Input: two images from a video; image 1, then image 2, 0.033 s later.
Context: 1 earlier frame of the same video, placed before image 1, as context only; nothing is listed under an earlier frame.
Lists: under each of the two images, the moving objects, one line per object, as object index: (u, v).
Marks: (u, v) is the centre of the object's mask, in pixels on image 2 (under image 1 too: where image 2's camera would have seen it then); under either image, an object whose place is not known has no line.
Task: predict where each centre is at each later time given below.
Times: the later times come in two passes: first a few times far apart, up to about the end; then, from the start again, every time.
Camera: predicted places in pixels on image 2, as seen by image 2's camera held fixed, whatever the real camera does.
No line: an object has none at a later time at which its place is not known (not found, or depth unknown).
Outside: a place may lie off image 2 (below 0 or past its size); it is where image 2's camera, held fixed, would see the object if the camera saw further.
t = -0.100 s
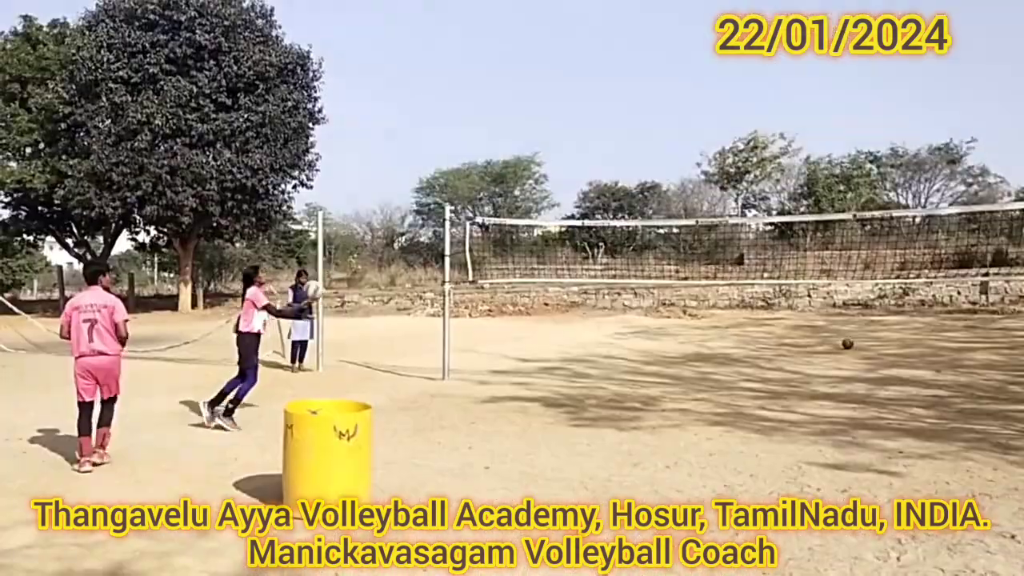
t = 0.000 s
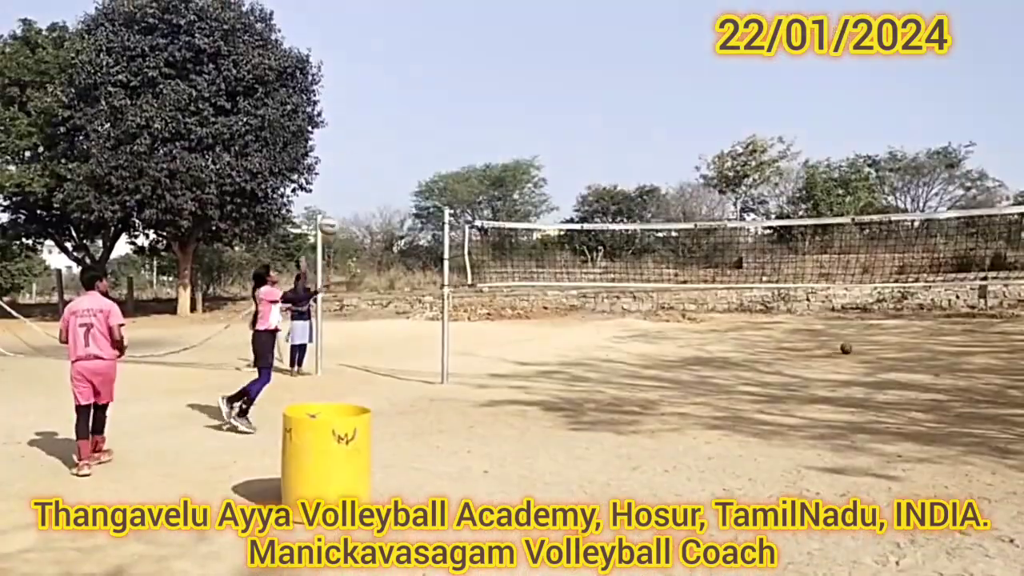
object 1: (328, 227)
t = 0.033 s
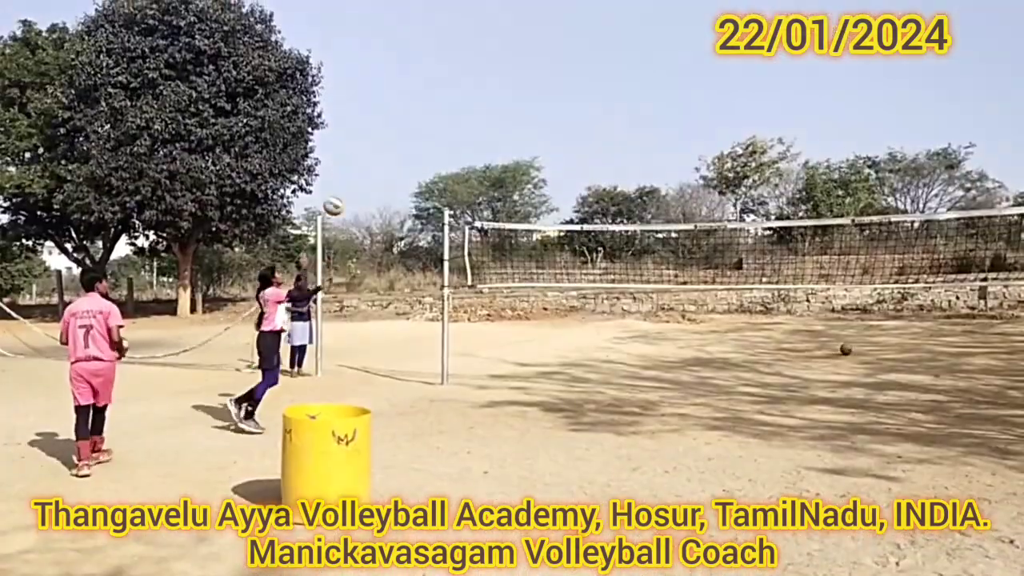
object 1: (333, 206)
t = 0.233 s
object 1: (363, 104)
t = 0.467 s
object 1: (398, 33)
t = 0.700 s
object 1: (434, 13)
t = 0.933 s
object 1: (467, 44)
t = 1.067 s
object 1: (487, 83)
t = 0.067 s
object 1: (338, 186)
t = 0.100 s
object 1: (343, 168)
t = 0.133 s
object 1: (348, 150)
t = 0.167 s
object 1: (353, 134)
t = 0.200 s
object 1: (359, 118)
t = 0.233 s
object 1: (363, 104)
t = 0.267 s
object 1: (368, 91)
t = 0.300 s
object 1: (373, 78)
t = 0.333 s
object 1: (378, 67)
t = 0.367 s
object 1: (383, 57)
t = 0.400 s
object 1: (388, 48)
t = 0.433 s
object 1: (393, 40)
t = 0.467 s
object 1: (398, 33)
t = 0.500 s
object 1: (403, 28)
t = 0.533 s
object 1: (409, 22)
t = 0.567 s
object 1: (414, 19)
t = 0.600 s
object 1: (419, 16)
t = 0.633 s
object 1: (423, 14)
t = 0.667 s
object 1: (428, 13)
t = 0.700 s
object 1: (434, 13)
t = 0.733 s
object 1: (438, 15)
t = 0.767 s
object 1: (443, 17)
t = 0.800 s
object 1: (448, 20)
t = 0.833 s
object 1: (453, 24)
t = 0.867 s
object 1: (458, 30)
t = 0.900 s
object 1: (463, 37)
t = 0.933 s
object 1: (467, 44)
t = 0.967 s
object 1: (472, 52)
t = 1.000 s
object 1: (477, 61)
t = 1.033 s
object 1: (482, 71)
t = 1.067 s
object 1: (487, 83)
